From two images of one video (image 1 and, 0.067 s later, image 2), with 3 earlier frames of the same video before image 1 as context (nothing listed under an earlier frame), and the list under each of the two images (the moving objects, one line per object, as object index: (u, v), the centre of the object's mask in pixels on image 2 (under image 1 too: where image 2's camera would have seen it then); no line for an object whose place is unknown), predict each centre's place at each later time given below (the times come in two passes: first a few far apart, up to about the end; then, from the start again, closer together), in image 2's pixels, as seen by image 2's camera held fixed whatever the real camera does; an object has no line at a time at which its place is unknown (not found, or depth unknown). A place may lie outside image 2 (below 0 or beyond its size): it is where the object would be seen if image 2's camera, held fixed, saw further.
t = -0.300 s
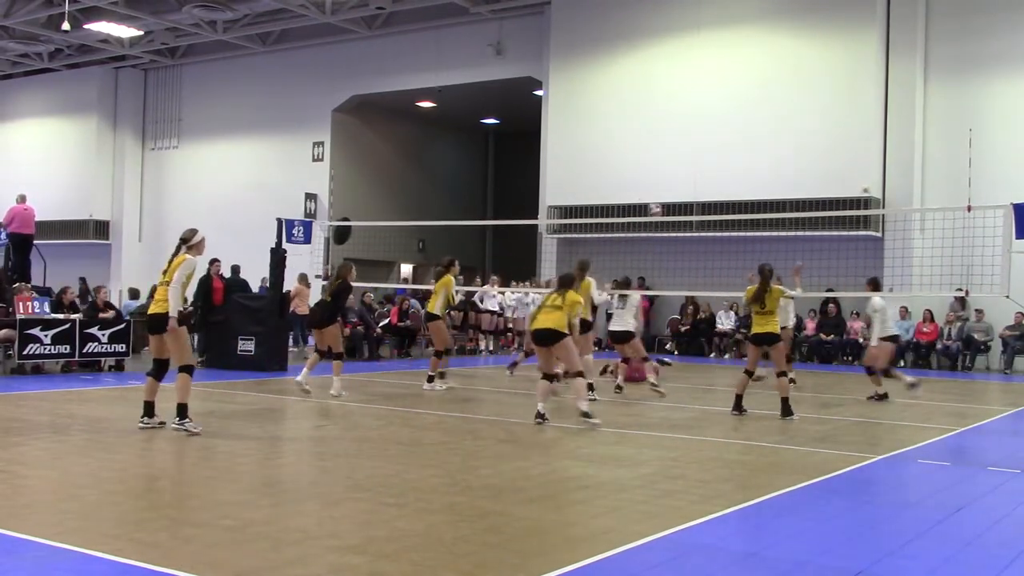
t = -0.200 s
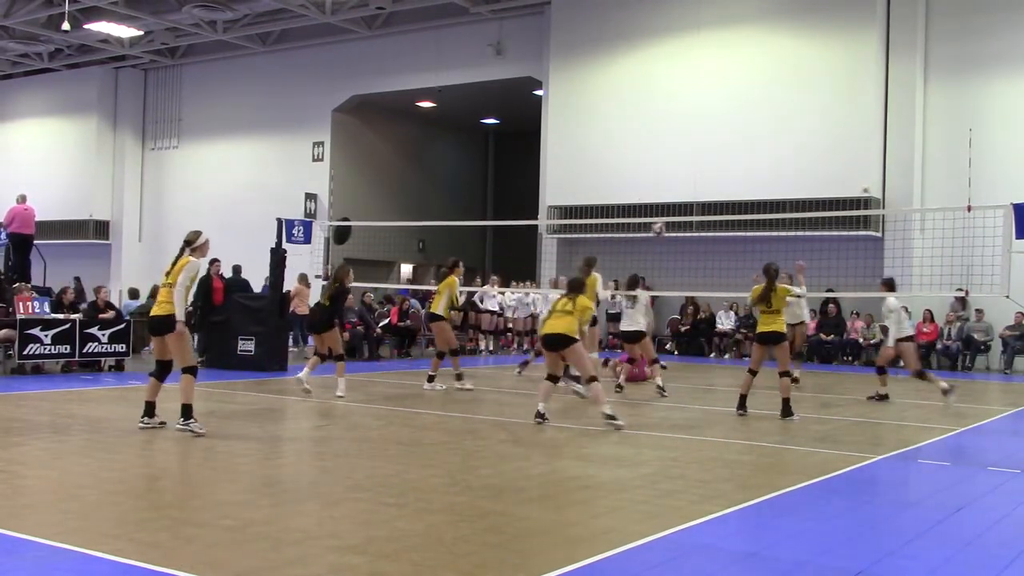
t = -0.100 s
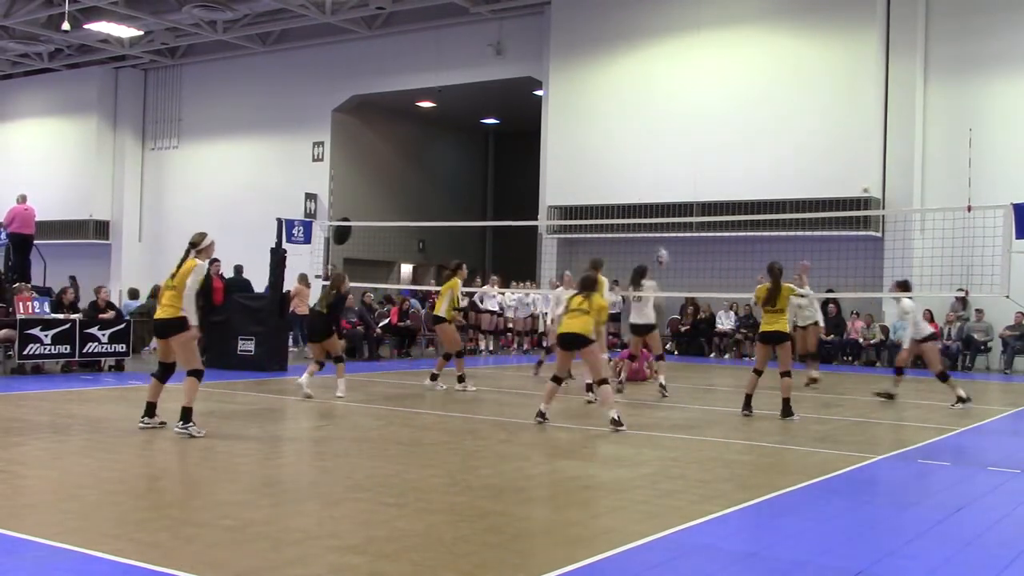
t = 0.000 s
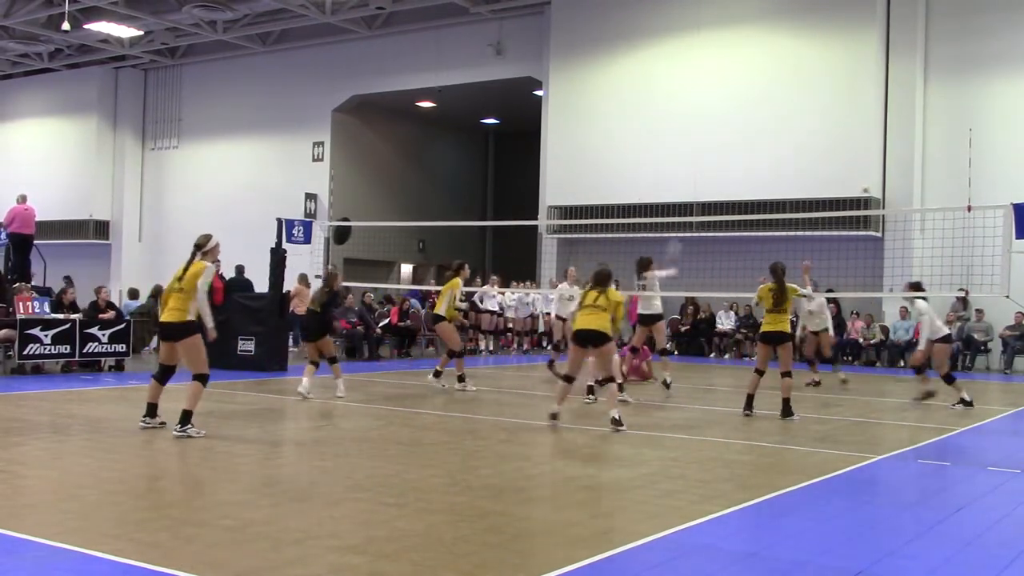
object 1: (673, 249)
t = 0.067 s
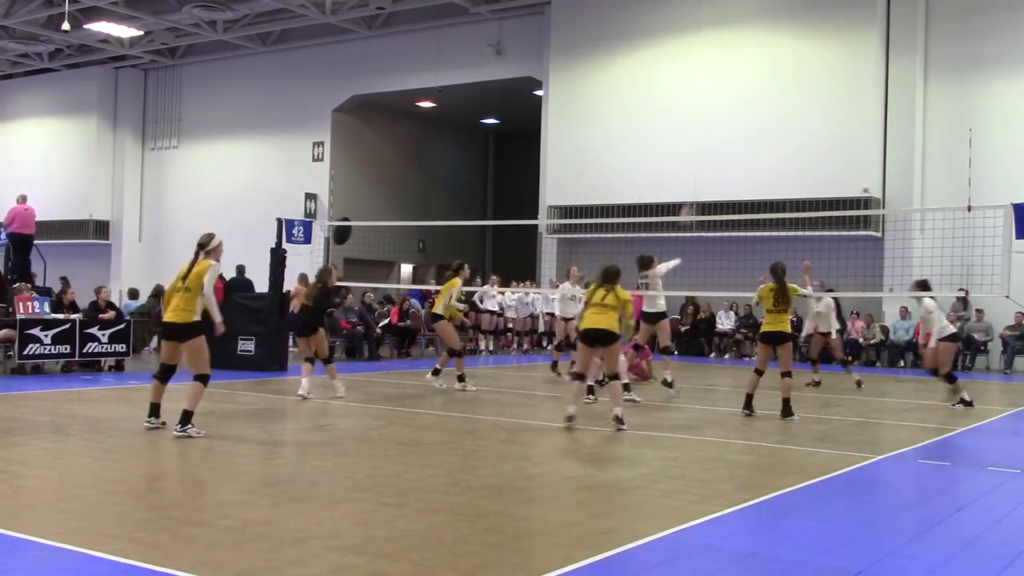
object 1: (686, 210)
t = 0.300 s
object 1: (732, 122)
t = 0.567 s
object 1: (786, 64)
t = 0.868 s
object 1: (845, 64)
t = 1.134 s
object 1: (896, 123)
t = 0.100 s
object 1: (693, 199)
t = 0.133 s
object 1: (699, 185)
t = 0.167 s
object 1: (706, 171)
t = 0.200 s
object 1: (712, 158)
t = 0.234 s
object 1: (719, 145)
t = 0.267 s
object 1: (726, 133)
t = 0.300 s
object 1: (732, 122)
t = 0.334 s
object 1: (739, 112)
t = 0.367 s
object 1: (746, 102)
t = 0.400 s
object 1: (753, 94)
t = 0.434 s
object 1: (759, 87)
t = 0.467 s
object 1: (766, 79)
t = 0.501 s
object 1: (773, 74)
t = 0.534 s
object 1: (779, 69)
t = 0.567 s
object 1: (786, 64)
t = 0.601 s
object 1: (793, 61)
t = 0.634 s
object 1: (800, 58)
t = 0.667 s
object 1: (807, 56)
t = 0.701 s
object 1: (813, 56)
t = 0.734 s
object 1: (819, 56)
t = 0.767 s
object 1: (825, 57)
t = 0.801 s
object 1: (832, 58)
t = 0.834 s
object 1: (838, 62)
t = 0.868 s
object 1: (845, 64)
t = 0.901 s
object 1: (852, 68)
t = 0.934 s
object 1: (858, 73)
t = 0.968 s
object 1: (865, 80)
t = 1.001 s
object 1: (870, 87)
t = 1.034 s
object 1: (877, 95)
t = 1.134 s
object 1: (896, 123)
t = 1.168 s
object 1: (902, 135)
